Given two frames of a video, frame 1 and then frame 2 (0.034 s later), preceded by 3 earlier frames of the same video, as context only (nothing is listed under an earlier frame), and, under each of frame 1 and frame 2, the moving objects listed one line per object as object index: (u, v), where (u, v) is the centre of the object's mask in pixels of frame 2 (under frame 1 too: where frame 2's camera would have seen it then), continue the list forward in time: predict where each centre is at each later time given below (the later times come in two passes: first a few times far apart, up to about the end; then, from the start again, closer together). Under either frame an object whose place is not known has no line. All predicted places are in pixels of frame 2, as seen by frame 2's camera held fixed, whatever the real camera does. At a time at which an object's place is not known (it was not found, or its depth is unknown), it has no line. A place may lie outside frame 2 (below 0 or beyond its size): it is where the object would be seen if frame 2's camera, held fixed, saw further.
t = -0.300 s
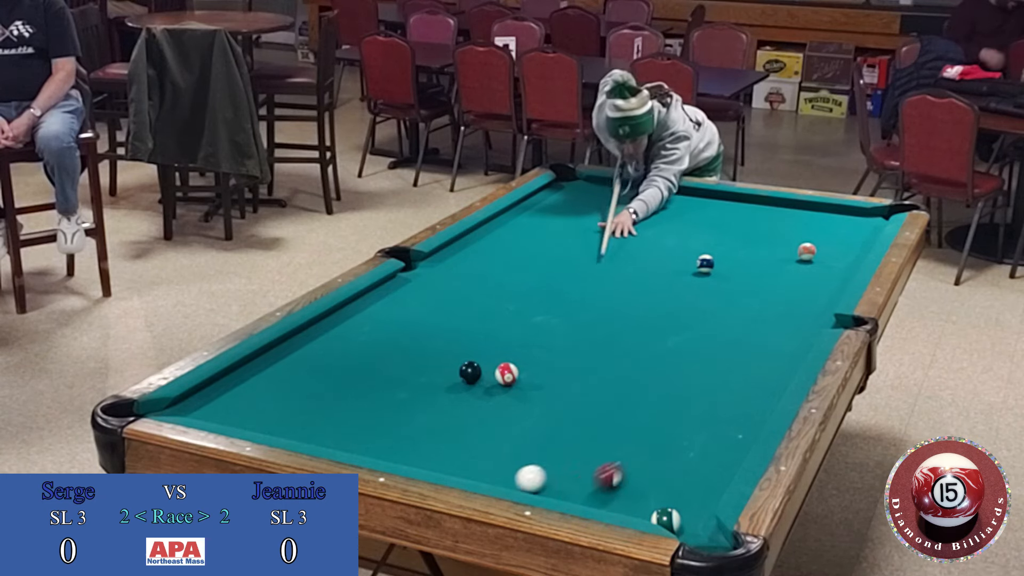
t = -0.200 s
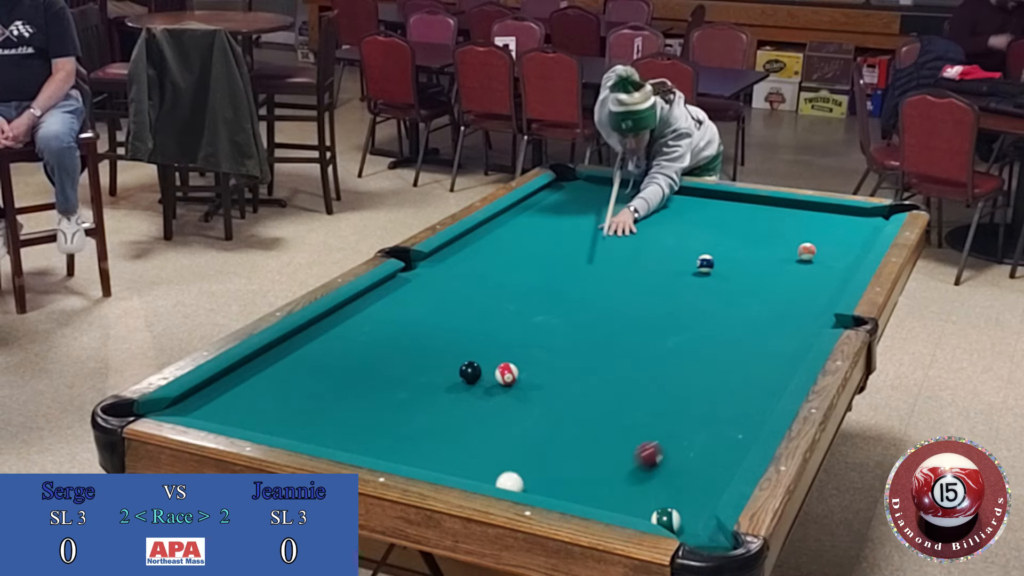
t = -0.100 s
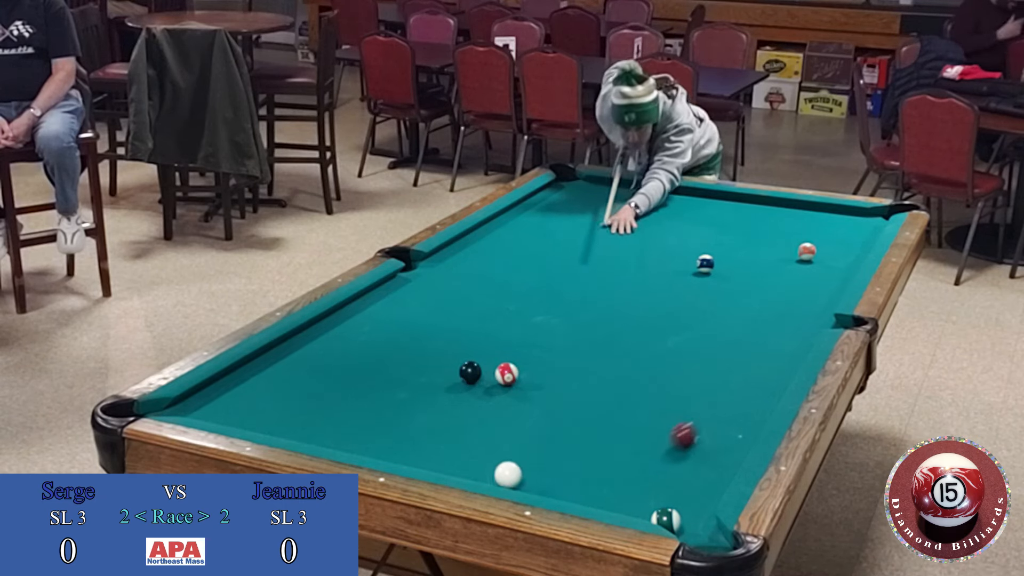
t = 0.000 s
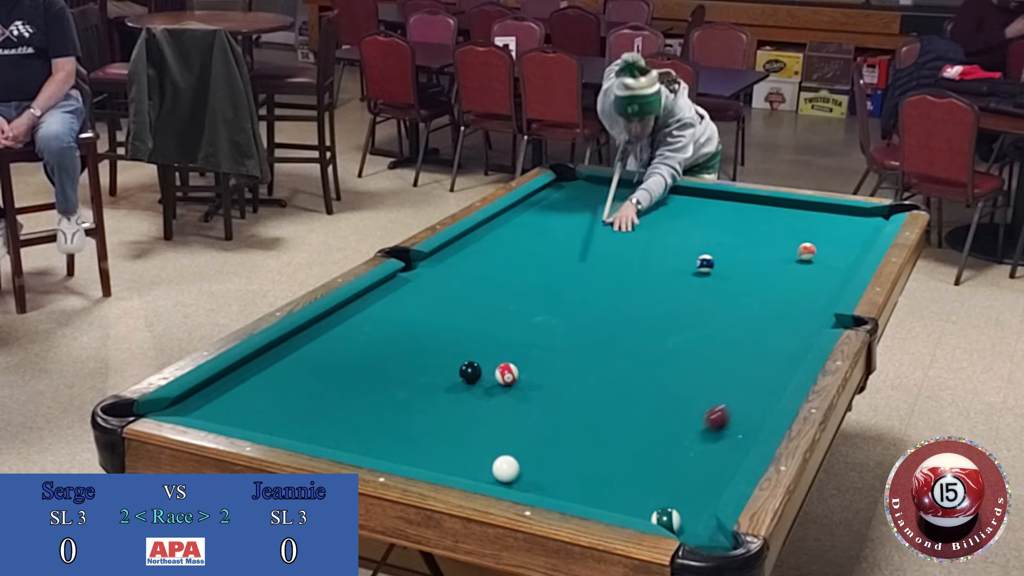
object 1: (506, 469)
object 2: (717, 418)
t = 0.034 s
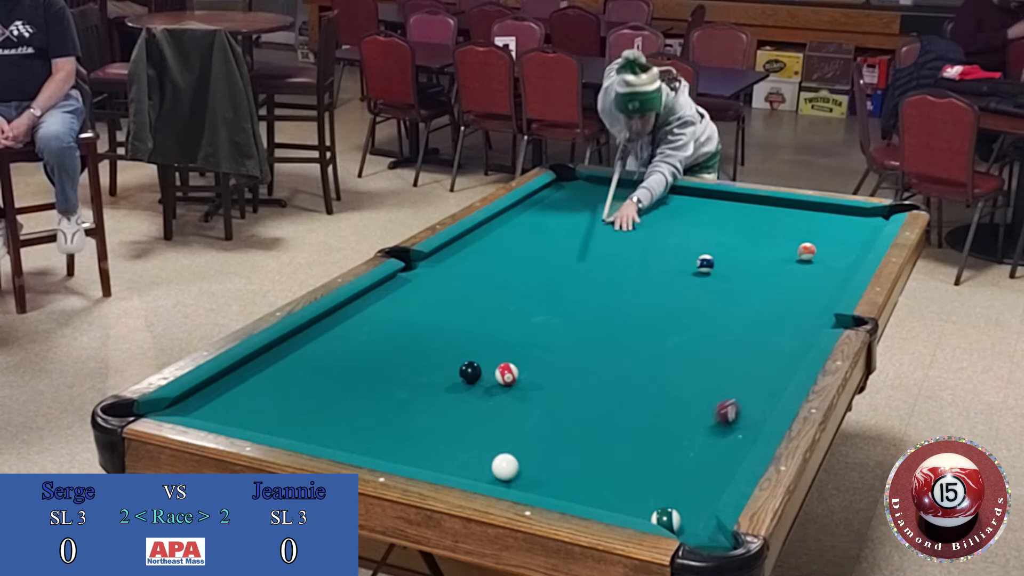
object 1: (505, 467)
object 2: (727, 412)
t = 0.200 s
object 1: (502, 458)
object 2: (775, 386)
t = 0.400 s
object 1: (498, 448)
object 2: (781, 353)
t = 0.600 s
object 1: (495, 439)
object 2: (782, 325)
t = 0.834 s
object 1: (491, 429)
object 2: (783, 297)
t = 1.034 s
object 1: (489, 422)
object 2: (784, 276)
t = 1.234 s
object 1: (487, 416)
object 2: (785, 257)
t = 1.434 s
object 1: (485, 410)
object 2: (786, 239)
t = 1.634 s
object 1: (484, 405)
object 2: (787, 225)
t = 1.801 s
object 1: (483, 402)
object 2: (787, 212)
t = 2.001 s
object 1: (482, 398)
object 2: (782, 204)
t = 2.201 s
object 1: (482, 395)
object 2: (758, 208)
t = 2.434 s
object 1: (482, 392)
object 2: (731, 212)
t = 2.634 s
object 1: (483, 391)
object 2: (708, 216)
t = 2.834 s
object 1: (483, 390)
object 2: (684, 220)
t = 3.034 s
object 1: (484, 389)
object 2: (662, 224)
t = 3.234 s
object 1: (484, 389)
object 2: (639, 228)
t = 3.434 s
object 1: (484, 389)
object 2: (617, 232)
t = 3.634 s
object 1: (484, 389)
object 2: (595, 236)
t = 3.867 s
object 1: (484, 389)
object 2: (570, 240)
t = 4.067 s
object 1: (484, 389)
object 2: (549, 244)
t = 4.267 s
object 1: (484, 389)
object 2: (529, 248)
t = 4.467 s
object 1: (484, 389)
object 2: (509, 251)
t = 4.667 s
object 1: (484, 389)
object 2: (489, 254)
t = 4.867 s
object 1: (484, 389)
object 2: (470, 258)
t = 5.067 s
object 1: (484, 389)
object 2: (452, 260)
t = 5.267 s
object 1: (484, 389)
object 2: (435, 263)
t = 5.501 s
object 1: (484, 389)
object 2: (415, 267)
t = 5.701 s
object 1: (484, 389)
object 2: (415, 270)
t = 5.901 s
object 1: (484, 389)
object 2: (417, 273)
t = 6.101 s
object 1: (484, 389)
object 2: (419, 276)
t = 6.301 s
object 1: (484, 389)
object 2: (421, 278)
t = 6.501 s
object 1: (484, 389)
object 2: (423, 280)
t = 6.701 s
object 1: (484, 389)
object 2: (424, 282)
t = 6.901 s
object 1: (484, 389)
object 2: (426, 284)
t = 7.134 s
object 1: (484, 389)
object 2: (428, 284)
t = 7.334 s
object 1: (484, 389)
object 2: (429, 285)
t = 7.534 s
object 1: (484, 389)
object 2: (430, 285)
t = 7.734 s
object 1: (484, 389)
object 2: (430, 285)
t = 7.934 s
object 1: (484, 389)
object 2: (430, 285)
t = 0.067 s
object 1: (504, 465)
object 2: (737, 406)
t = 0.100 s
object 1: (504, 463)
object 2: (747, 401)
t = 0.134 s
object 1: (503, 461)
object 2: (757, 396)
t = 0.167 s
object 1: (502, 459)
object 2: (767, 390)
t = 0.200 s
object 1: (502, 458)
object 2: (775, 386)
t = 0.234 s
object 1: (501, 456)
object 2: (781, 380)
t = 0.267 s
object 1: (500, 454)
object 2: (781, 374)
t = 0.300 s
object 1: (500, 453)
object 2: (781, 369)
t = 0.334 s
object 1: (499, 451)
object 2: (781, 364)
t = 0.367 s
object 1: (499, 449)
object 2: (781, 359)
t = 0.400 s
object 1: (498, 448)
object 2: (781, 353)
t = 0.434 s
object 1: (497, 446)
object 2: (782, 348)
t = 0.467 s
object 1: (497, 445)
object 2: (782, 344)
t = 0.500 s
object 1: (496, 443)
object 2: (782, 339)
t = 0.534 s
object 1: (496, 441)
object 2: (782, 334)
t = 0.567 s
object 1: (495, 440)
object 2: (782, 330)
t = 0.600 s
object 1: (495, 439)
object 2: (782, 325)
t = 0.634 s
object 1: (494, 437)
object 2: (782, 321)
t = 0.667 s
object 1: (494, 436)
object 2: (783, 317)
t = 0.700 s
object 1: (493, 434)
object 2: (782, 313)
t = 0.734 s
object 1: (493, 433)
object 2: (783, 309)
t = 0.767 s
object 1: (492, 432)
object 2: (783, 305)
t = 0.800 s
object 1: (492, 430)
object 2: (783, 301)
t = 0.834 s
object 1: (491, 429)
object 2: (783, 297)
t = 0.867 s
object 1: (491, 428)
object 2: (784, 294)
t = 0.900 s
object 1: (491, 427)
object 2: (784, 290)
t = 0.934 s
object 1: (490, 425)
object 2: (784, 286)
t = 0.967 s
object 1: (490, 424)
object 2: (784, 283)
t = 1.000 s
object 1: (489, 423)
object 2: (784, 280)
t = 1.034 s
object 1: (489, 422)
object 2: (784, 276)
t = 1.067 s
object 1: (489, 421)
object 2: (784, 273)
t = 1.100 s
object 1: (488, 420)
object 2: (784, 270)
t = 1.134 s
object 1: (488, 419)
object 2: (785, 266)
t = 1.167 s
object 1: (488, 418)
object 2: (785, 263)
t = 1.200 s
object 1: (487, 417)
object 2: (785, 260)
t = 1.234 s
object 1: (487, 416)
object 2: (785, 257)
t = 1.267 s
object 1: (487, 415)
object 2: (785, 254)
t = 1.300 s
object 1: (486, 414)
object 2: (785, 251)
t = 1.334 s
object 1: (486, 413)
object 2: (785, 248)
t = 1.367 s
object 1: (486, 412)
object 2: (786, 245)
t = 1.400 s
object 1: (486, 411)
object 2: (785, 243)
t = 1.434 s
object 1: (485, 410)
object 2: (786, 239)
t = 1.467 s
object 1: (485, 409)
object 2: (786, 237)
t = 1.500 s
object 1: (485, 408)
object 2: (786, 234)
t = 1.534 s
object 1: (485, 408)
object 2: (786, 232)
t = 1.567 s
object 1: (484, 407)
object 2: (786, 229)
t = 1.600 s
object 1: (484, 406)
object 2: (786, 227)
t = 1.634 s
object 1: (484, 405)
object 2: (787, 225)
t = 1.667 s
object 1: (484, 405)
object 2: (787, 222)
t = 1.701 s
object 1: (484, 404)
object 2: (787, 219)
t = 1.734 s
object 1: (483, 403)
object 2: (787, 218)
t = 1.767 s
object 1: (483, 402)
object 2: (787, 215)
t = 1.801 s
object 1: (483, 402)
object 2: (787, 212)
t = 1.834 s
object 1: (483, 401)
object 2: (787, 210)
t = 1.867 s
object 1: (483, 400)
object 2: (787, 208)
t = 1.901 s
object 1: (482, 400)
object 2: (787, 206)
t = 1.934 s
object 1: (482, 399)
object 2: (787, 204)
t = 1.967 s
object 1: (482, 399)
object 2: (787, 203)
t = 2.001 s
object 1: (482, 398)
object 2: (782, 204)
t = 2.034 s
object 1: (482, 398)
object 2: (778, 204)
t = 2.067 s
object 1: (482, 397)
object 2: (774, 205)
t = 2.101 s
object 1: (482, 396)
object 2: (770, 205)
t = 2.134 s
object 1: (482, 396)
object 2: (766, 207)
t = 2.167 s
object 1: (482, 396)
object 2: (762, 207)
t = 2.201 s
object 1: (482, 395)
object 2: (758, 208)
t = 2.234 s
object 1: (482, 395)
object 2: (755, 208)
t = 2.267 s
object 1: (482, 394)
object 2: (750, 209)
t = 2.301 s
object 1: (482, 394)
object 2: (746, 210)
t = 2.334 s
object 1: (482, 394)
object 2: (742, 210)
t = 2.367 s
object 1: (482, 393)
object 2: (739, 211)
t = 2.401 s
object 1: (482, 393)
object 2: (735, 212)
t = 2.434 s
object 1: (482, 392)
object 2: (731, 212)
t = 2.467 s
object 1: (482, 392)
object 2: (727, 213)
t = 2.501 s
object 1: (482, 392)
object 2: (723, 214)
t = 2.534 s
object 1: (482, 392)
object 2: (719, 215)
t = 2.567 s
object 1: (483, 391)
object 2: (715, 215)
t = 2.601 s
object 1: (483, 391)
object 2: (711, 216)
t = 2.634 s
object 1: (483, 391)
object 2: (708, 216)
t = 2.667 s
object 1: (483, 391)
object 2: (704, 216)
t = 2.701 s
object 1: (483, 390)
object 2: (700, 218)
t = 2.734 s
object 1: (483, 390)
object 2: (696, 218)
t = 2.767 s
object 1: (483, 390)
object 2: (692, 219)
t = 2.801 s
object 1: (483, 390)
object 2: (689, 219)
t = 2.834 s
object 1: (483, 390)
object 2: (684, 220)
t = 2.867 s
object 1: (484, 390)
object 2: (680, 221)
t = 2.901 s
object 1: (484, 390)
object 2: (677, 222)
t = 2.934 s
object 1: (484, 389)
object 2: (673, 222)
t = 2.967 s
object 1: (484, 389)
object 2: (669, 222)
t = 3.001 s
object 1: (484, 389)
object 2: (665, 223)
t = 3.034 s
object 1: (484, 389)
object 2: (662, 224)
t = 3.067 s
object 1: (484, 389)
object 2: (658, 225)
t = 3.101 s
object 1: (484, 389)
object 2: (654, 226)
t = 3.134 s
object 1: (484, 389)
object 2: (651, 226)
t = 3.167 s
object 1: (484, 389)
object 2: (646, 227)
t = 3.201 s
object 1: (484, 389)
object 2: (643, 228)
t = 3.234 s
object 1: (484, 389)
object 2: (639, 228)
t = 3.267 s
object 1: (484, 389)
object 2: (635, 229)
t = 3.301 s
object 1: (484, 389)
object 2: (632, 229)
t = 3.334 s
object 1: (484, 389)
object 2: (628, 230)
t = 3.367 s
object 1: (484, 389)
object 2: (624, 231)
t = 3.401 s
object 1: (484, 389)
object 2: (620, 232)
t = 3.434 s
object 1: (484, 389)
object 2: (617, 232)
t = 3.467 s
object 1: (484, 389)
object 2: (613, 233)
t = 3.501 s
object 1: (484, 389)
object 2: (610, 233)
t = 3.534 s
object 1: (484, 389)
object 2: (606, 234)
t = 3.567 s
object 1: (484, 389)
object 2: (602, 235)
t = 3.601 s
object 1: (484, 389)
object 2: (599, 236)
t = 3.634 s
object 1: (484, 389)
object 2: (595, 236)
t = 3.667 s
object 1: (484, 389)
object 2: (591, 237)
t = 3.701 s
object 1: (484, 389)
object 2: (588, 237)
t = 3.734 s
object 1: (484, 389)
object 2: (584, 238)
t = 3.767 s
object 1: (484, 389)
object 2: (580, 238)
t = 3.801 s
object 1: (484, 389)
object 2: (577, 239)
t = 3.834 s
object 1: (484, 389)
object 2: (574, 240)
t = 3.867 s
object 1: (484, 389)
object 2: (570, 240)
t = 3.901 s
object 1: (484, 389)
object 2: (567, 241)
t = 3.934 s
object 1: (484, 389)
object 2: (563, 241)
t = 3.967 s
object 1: (484, 389)
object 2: (559, 242)
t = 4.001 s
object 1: (484, 389)
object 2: (556, 243)
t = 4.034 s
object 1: (484, 389)
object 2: (553, 243)
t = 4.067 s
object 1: (484, 389)
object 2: (549, 244)
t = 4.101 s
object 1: (484, 389)
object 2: (546, 244)
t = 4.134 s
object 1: (484, 389)
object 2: (542, 245)
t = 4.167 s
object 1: (484, 389)
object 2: (539, 246)
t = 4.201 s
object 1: (484, 389)
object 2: (535, 246)
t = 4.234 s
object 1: (484, 389)
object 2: (532, 247)
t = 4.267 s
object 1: (484, 389)
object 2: (529, 248)
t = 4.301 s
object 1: (484, 389)
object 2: (525, 248)
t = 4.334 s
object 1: (484, 389)
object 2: (522, 249)
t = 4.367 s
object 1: (484, 389)
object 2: (518, 249)
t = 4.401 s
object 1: (484, 389)
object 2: (515, 250)
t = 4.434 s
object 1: (484, 389)
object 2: (512, 250)
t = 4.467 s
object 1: (484, 389)
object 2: (509, 251)
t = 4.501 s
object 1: (484, 389)
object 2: (505, 252)
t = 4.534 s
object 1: (484, 389)
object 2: (502, 252)
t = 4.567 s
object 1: (484, 389)
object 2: (499, 253)
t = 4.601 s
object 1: (484, 389)
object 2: (496, 253)
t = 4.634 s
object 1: (484, 389)
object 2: (492, 254)
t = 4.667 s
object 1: (484, 389)
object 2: (489, 254)
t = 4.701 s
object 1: (484, 389)
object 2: (486, 255)
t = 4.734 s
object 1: (484, 389)
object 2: (483, 255)
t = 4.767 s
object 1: (484, 389)
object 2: (480, 256)
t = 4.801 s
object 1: (484, 389)
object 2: (477, 256)
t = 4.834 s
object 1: (484, 389)
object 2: (473, 257)
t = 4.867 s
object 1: (484, 389)
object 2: (470, 258)
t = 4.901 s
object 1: (484, 389)
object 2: (467, 258)
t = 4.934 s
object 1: (484, 389)
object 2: (464, 259)
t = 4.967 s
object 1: (484, 389)
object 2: (461, 259)
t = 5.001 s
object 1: (484, 389)
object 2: (458, 260)
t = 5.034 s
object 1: (484, 389)
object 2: (455, 260)
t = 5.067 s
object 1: (484, 389)
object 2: (452, 260)
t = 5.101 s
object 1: (484, 389)
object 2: (449, 261)
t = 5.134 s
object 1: (484, 389)
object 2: (446, 262)
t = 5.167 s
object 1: (484, 389)
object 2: (443, 262)
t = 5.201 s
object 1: (484, 389)
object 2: (441, 263)
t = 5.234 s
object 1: (484, 389)
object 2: (438, 264)
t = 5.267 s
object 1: (484, 389)
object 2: (435, 263)
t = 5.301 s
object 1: (484, 389)
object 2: (432, 264)
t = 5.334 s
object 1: (484, 389)
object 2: (429, 264)
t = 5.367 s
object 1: (484, 389)
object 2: (426, 265)
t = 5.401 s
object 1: (484, 389)
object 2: (424, 265)
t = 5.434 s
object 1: (484, 389)
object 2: (421, 266)
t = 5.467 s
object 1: (484, 389)
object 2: (418, 267)
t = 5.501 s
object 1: (484, 389)
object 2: (415, 267)
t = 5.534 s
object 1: (484, 389)
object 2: (413, 268)
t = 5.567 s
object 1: (484, 389)
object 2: (413, 268)
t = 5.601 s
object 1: (484, 389)
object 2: (414, 269)
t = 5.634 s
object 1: (484, 389)
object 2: (414, 269)
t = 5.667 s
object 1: (484, 389)
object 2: (414, 270)
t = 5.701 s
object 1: (484, 389)
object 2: (415, 270)
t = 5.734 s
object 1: (484, 389)
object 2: (415, 270)
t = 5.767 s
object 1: (484, 389)
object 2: (416, 271)
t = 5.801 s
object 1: (484, 389)
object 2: (416, 272)
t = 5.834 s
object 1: (484, 389)
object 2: (416, 272)
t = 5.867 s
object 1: (484, 389)
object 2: (417, 273)
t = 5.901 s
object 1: (484, 389)
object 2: (417, 273)
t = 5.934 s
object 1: (484, 389)
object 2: (417, 274)
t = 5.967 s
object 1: (484, 389)
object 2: (418, 274)
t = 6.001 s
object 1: (484, 389)
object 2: (418, 274)
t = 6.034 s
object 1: (484, 389)
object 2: (418, 275)
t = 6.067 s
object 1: (484, 389)
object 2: (419, 275)
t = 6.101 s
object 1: (484, 389)
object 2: (419, 276)
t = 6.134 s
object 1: (484, 389)
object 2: (419, 276)
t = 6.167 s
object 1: (484, 389)
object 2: (420, 276)
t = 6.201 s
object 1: (484, 389)
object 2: (420, 277)
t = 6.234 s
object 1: (484, 389)
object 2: (420, 277)
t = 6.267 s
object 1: (484, 389)
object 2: (421, 278)
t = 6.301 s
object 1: (484, 389)
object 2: (421, 278)
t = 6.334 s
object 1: (484, 389)
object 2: (421, 278)
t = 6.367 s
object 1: (484, 389)
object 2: (422, 279)
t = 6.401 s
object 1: (484, 389)
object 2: (422, 279)
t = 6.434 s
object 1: (484, 389)
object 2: (422, 280)
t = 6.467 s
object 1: (484, 389)
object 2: (422, 280)
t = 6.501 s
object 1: (484, 389)
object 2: (423, 280)
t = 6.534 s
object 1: (484, 389)
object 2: (423, 281)
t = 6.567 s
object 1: (484, 389)
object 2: (423, 281)
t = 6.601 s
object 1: (484, 389)
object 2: (424, 281)
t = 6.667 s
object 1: (484, 389)
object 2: (424, 281)
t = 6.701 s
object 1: (484, 389)
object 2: (424, 282)
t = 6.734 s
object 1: (484, 389)
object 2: (424, 282)
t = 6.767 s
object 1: (484, 389)
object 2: (425, 282)
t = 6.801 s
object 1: (484, 389)
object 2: (425, 283)
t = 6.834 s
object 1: (484, 389)
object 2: (425, 283)
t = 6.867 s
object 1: (484, 389)
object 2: (425, 283)
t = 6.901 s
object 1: (484, 389)
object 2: (426, 284)
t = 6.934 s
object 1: (484, 389)
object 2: (426, 284)
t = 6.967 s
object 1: (484, 389)
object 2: (426, 284)
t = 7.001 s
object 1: (484, 389)
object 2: (427, 284)
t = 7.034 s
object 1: (484, 389)
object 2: (427, 284)
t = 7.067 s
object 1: (484, 389)
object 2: (427, 284)
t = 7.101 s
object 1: (484, 389)
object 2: (428, 284)
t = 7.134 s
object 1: (484, 389)
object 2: (428, 284)
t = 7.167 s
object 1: (484, 389)
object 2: (428, 285)
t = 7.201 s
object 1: (484, 389)
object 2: (428, 285)
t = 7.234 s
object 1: (484, 389)
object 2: (429, 285)
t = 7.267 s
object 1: (484, 389)
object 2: (429, 285)
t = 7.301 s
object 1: (484, 389)
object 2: (429, 285)
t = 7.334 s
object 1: (484, 389)
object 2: (429, 285)
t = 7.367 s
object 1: (484, 389)
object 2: (429, 285)
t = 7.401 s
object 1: (484, 389)
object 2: (430, 285)
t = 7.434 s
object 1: (484, 389)
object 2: (430, 285)
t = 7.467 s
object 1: (484, 389)
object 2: (430, 285)
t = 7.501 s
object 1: (484, 389)
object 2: (430, 285)
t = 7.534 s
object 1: (484, 389)
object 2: (430, 285)
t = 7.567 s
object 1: (484, 389)
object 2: (430, 285)
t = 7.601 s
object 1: (484, 389)
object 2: (430, 285)
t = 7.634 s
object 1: (484, 389)
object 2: (430, 285)
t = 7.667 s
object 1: (484, 389)
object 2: (430, 285)
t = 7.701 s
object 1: (484, 389)
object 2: (430, 285)
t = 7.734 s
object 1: (484, 389)
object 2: (430, 285)
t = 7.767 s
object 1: (484, 389)
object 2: (430, 285)
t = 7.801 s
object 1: (484, 389)
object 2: (430, 285)
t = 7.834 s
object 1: (484, 389)
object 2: (430, 285)
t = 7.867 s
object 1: (484, 389)
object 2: (430, 285)
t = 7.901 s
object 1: (484, 389)
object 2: (430, 285)
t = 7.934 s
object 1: (484, 389)
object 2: (430, 285)
